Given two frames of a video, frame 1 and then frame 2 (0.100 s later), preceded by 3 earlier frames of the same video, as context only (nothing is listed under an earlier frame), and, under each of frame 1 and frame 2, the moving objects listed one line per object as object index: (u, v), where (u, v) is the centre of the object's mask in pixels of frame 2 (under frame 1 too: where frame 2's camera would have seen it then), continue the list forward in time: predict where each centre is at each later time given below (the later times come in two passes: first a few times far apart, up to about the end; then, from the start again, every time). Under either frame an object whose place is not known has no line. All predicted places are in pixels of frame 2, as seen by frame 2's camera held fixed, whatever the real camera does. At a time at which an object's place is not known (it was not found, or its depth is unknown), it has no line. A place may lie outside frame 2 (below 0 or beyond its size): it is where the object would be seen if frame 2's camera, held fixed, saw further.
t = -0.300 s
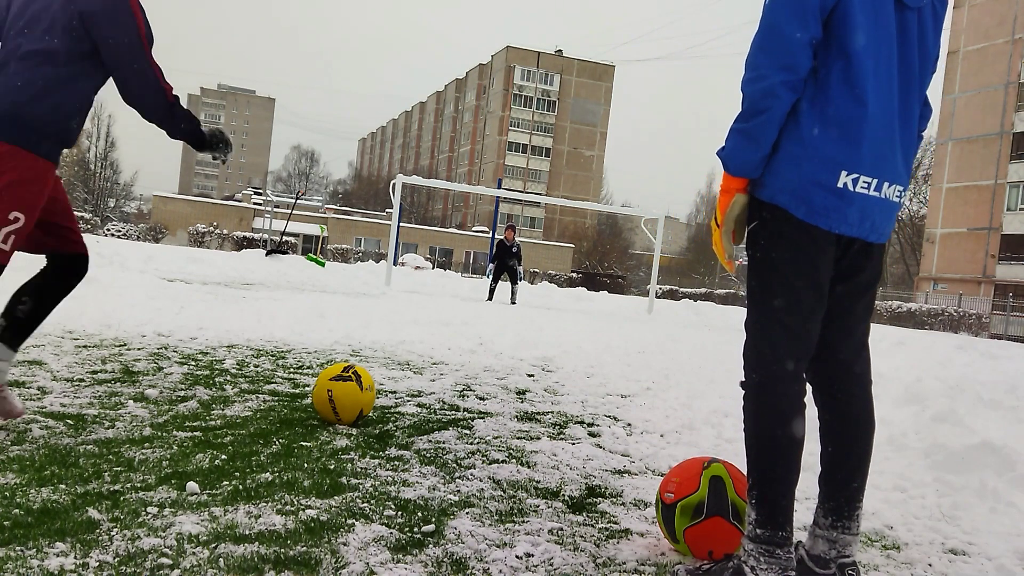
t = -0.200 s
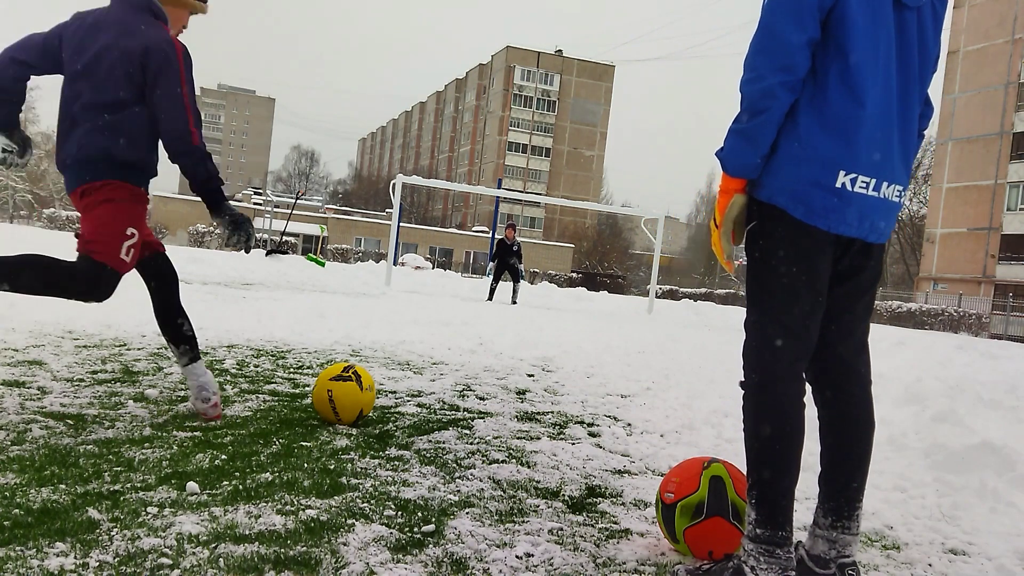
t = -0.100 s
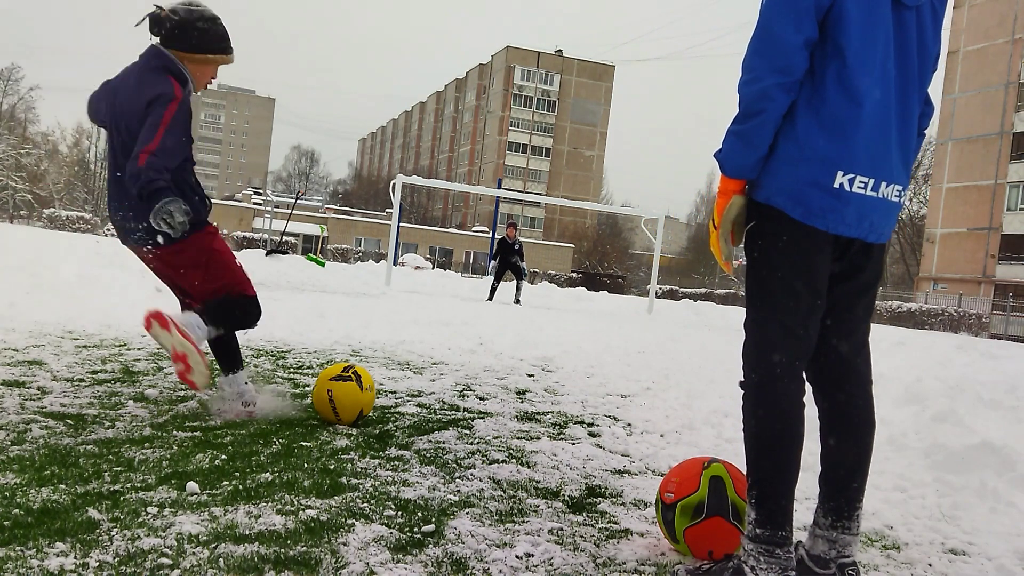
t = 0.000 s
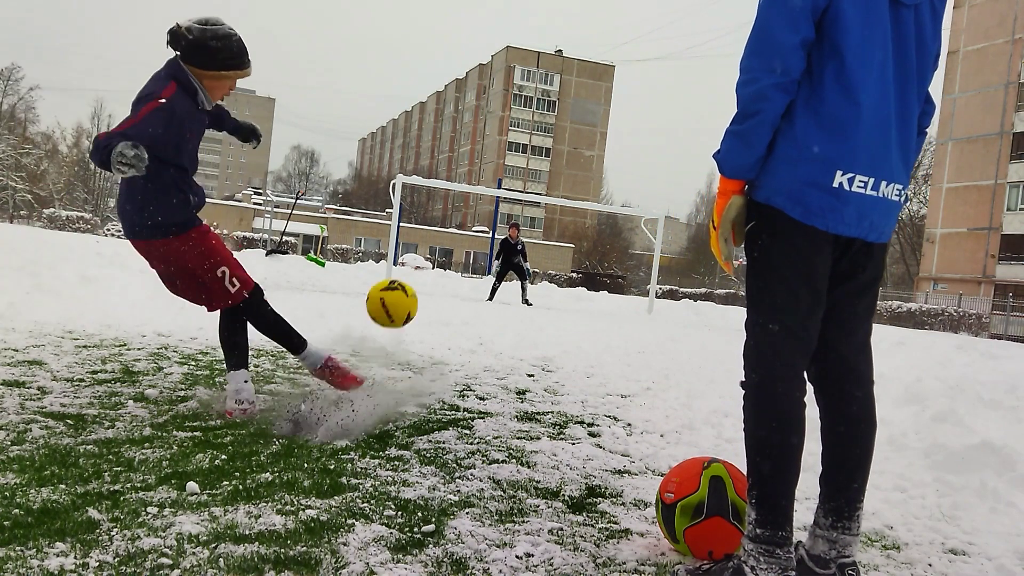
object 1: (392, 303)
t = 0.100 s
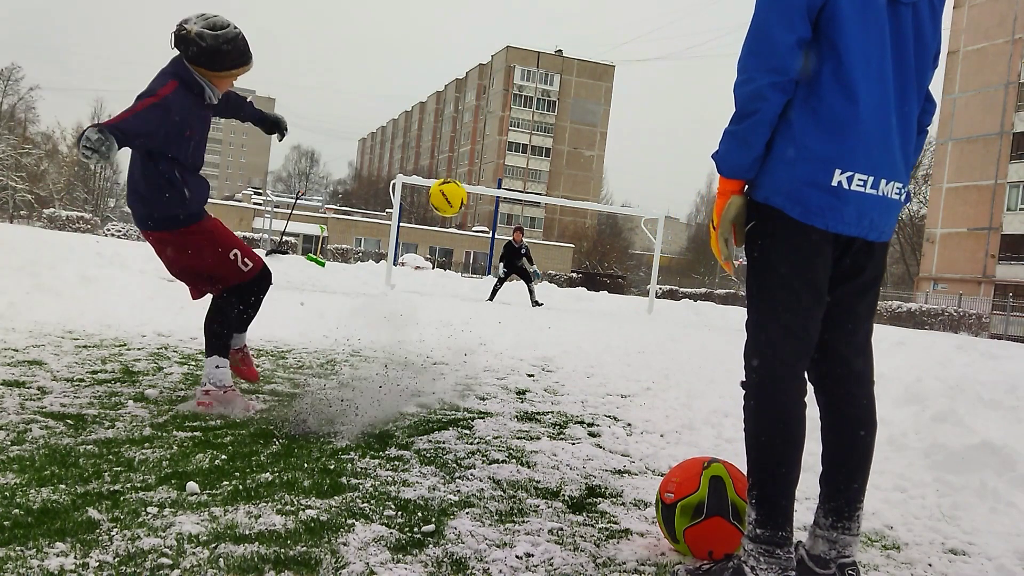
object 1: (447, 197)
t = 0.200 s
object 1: (480, 145)
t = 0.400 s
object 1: (508, 114)
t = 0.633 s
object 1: (516, 133)
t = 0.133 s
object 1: (460, 176)
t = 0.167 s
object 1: (471, 159)
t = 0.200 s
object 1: (480, 145)
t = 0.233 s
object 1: (487, 135)
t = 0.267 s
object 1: (493, 127)
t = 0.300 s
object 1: (498, 121)
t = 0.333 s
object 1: (502, 117)
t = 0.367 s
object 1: (505, 115)
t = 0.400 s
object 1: (508, 114)
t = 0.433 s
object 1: (510, 114)
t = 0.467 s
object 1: (512, 116)
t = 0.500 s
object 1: (514, 118)
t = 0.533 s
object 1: (515, 121)
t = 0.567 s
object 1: (516, 124)
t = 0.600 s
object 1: (516, 128)
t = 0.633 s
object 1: (516, 133)
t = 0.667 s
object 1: (516, 138)
